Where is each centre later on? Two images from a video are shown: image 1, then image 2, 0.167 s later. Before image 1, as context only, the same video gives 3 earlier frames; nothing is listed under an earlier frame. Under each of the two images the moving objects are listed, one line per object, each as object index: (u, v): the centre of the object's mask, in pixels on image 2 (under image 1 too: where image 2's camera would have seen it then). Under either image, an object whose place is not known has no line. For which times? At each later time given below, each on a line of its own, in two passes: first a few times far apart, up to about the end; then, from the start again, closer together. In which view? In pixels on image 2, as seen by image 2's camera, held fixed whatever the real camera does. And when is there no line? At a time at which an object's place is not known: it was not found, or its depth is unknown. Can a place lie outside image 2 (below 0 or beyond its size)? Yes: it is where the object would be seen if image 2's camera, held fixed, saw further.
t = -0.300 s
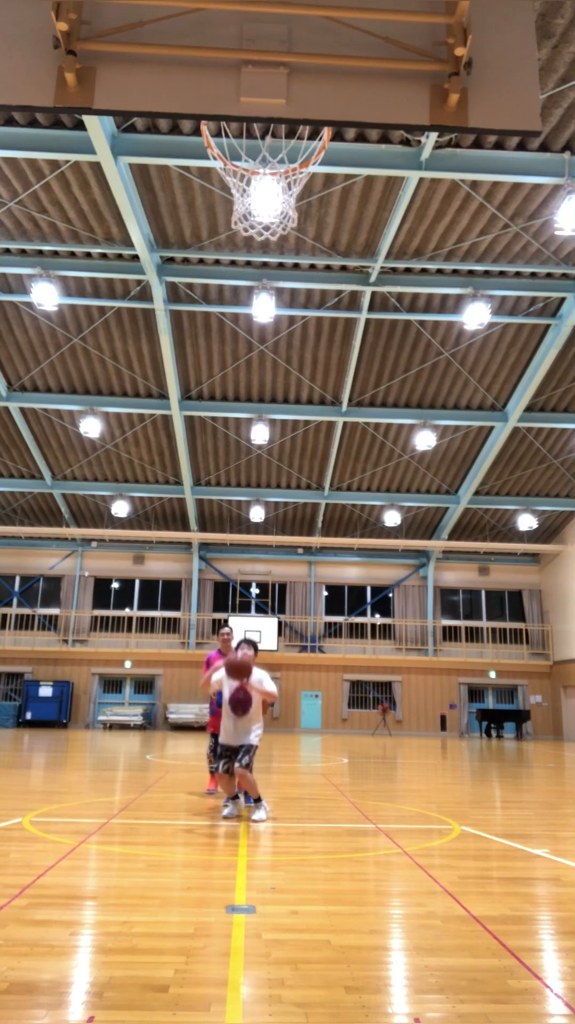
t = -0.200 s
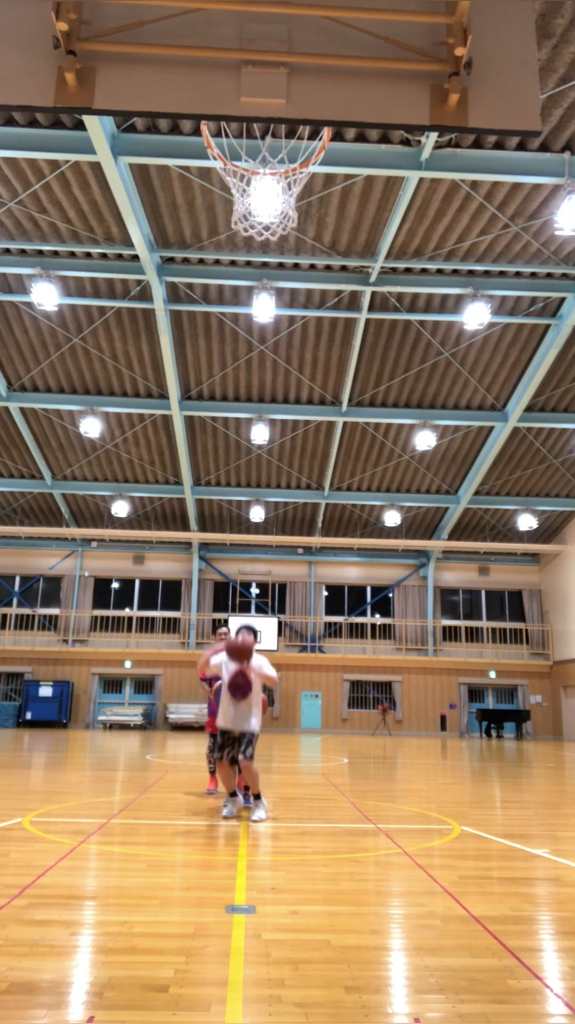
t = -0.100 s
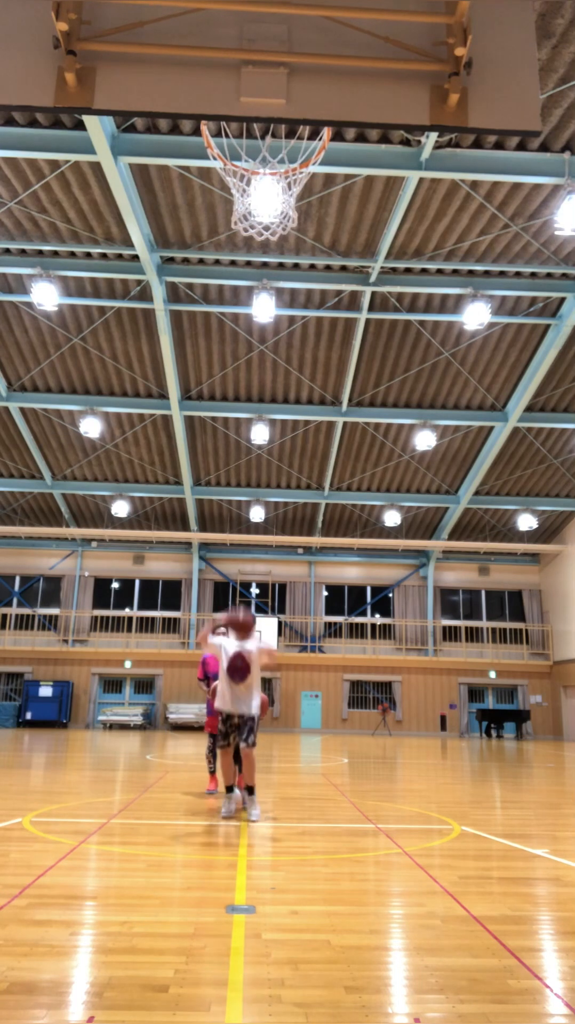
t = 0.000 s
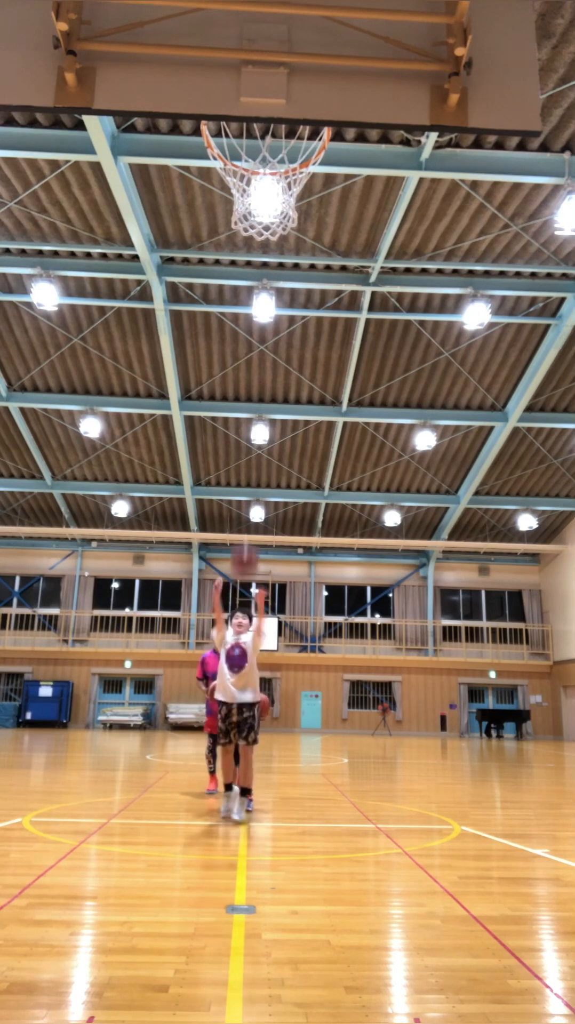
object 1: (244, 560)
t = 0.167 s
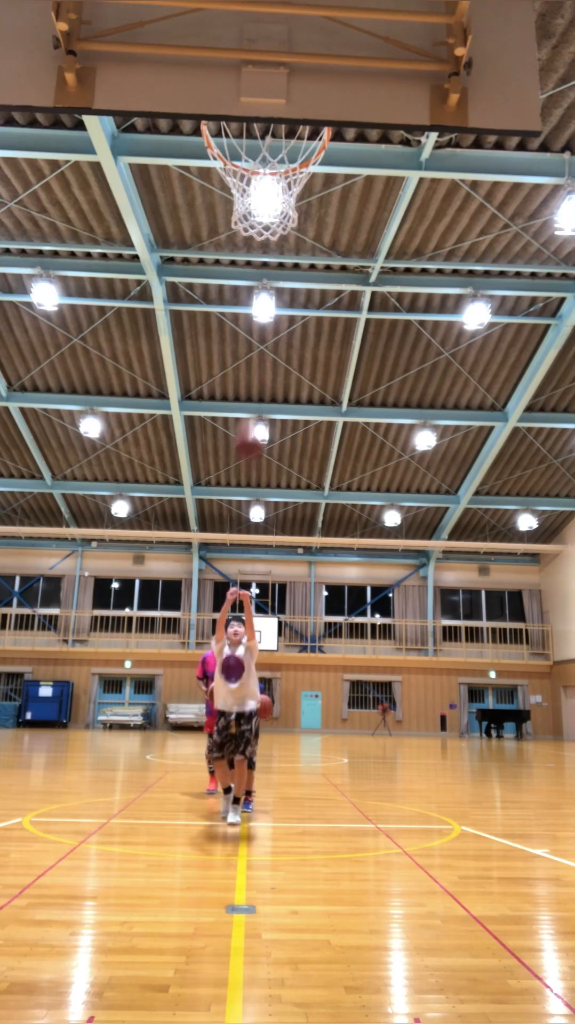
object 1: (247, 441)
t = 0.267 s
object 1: (254, 378)
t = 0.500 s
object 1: (261, 254)
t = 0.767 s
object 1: (272, 147)
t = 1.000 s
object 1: (262, 152)
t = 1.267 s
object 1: (196, 314)
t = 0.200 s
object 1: (249, 417)
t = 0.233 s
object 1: (252, 395)
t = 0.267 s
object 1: (254, 378)
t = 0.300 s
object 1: (254, 357)
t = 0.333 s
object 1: (255, 337)
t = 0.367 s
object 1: (255, 324)
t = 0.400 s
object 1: (257, 297)
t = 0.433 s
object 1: (257, 281)
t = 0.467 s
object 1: (260, 264)
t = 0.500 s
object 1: (261, 254)
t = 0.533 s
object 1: (262, 246)
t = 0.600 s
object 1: (264, 211)
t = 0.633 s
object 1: (264, 201)
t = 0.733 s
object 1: (271, 149)
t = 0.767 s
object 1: (272, 147)
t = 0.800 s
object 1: (273, 145)
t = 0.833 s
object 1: (274, 144)
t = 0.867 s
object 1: (276, 143)
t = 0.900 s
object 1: (277, 142)
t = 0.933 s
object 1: (277, 144)
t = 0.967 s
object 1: (269, 148)
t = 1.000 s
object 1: (262, 152)
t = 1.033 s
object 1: (251, 167)
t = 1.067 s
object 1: (241, 180)
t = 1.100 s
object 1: (232, 194)
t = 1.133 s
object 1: (224, 210)
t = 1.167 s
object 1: (219, 231)
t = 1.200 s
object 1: (212, 253)
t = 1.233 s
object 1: (203, 283)
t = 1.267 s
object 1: (196, 314)
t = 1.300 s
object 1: (191, 343)
